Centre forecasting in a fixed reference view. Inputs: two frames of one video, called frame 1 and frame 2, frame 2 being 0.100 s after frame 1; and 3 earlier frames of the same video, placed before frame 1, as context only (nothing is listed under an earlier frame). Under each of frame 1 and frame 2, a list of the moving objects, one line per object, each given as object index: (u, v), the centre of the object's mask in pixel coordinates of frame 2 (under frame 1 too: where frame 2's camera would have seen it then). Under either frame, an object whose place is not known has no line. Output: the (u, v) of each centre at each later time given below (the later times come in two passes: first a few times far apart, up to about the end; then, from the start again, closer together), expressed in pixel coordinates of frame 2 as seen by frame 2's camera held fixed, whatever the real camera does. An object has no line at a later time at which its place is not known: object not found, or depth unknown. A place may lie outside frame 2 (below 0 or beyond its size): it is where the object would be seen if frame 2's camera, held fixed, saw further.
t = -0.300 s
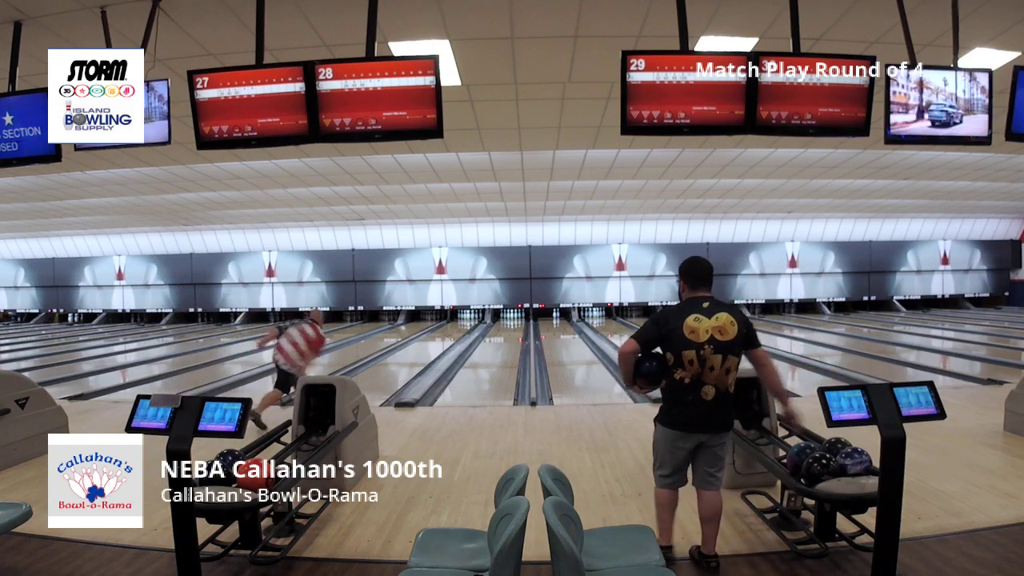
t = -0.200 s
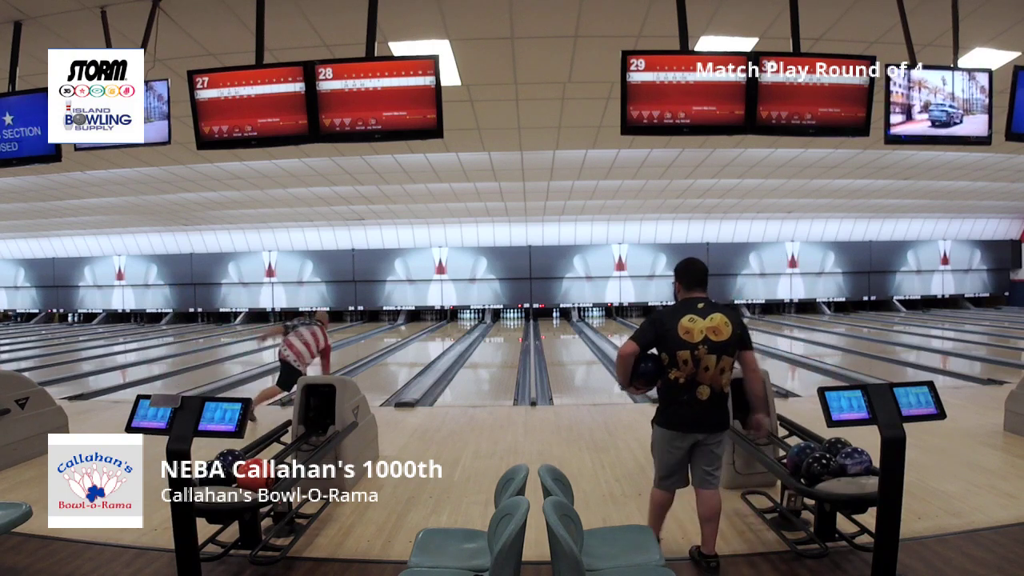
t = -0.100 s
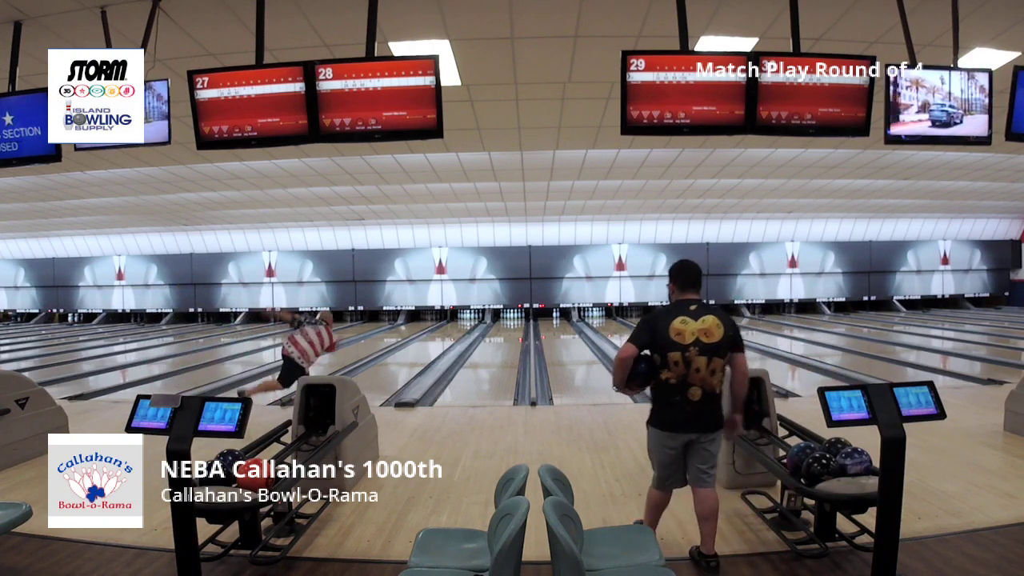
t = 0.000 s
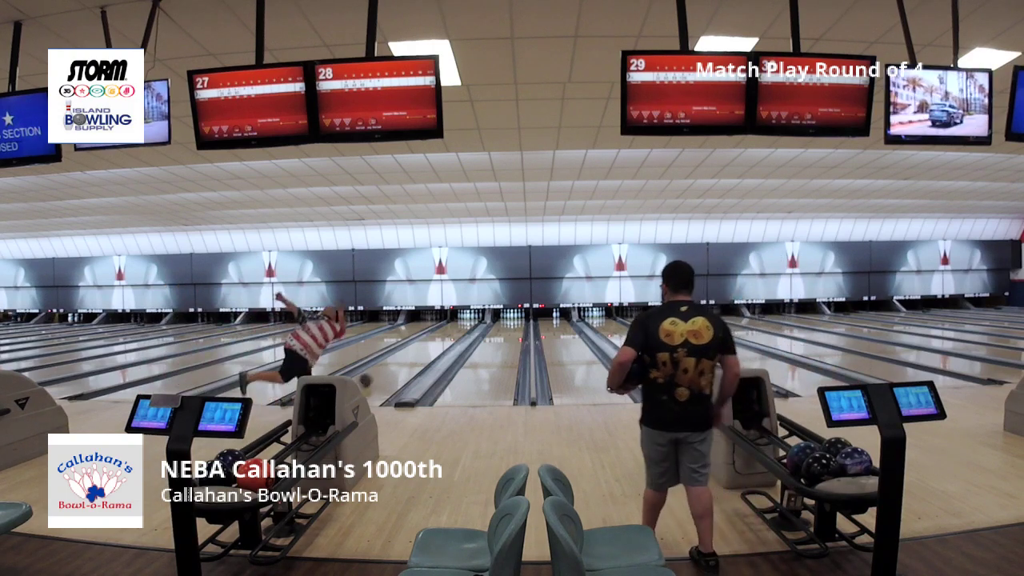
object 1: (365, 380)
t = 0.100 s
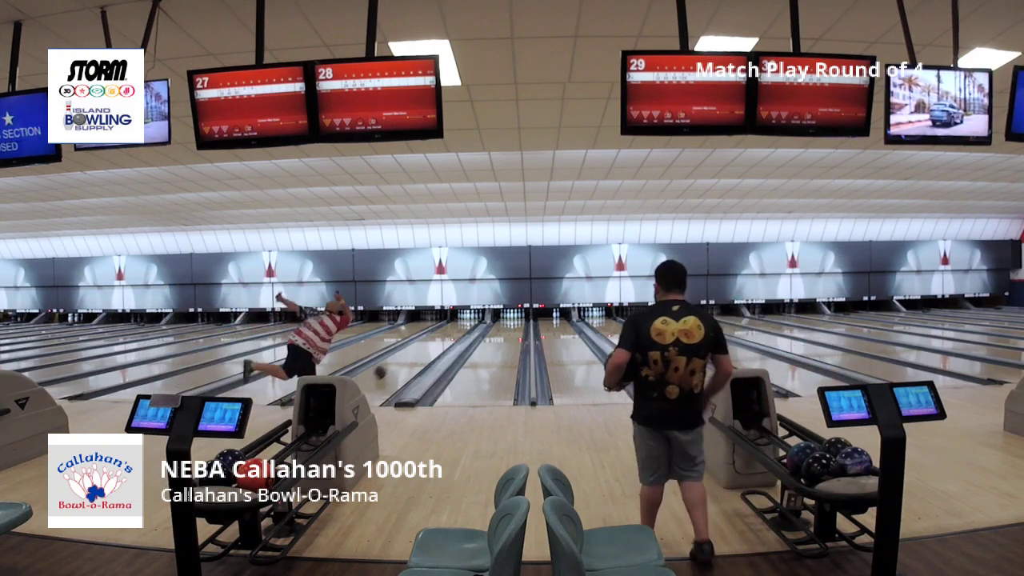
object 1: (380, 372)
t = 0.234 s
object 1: (396, 364)
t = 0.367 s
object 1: (409, 357)
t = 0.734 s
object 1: (437, 342)
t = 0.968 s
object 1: (448, 335)
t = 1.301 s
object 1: (461, 327)
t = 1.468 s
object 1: (466, 325)
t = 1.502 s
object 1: (466, 325)
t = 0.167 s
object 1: (388, 368)
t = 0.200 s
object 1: (392, 365)
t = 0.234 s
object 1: (396, 364)
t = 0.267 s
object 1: (400, 362)
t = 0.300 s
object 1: (403, 360)
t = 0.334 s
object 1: (407, 358)
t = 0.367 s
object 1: (409, 357)
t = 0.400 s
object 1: (413, 355)
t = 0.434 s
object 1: (416, 353)
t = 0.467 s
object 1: (418, 352)
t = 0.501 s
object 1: (421, 350)
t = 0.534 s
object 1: (424, 350)
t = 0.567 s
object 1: (425, 349)
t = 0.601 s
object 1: (428, 347)
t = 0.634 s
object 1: (430, 346)
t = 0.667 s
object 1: (432, 345)
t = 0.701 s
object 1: (435, 344)
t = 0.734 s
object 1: (437, 342)
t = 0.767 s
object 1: (439, 341)
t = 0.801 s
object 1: (440, 340)
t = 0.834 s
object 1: (441, 339)
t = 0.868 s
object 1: (444, 338)
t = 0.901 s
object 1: (445, 337)
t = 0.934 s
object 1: (447, 336)
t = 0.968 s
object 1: (448, 335)
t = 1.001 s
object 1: (450, 334)
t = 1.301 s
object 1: (461, 327)
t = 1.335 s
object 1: (462, 326)
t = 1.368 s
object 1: (462, 326)
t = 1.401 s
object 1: (463, 325)
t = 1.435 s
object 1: (464, 325)
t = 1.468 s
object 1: (466, 325)
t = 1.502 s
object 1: (466, 325)
